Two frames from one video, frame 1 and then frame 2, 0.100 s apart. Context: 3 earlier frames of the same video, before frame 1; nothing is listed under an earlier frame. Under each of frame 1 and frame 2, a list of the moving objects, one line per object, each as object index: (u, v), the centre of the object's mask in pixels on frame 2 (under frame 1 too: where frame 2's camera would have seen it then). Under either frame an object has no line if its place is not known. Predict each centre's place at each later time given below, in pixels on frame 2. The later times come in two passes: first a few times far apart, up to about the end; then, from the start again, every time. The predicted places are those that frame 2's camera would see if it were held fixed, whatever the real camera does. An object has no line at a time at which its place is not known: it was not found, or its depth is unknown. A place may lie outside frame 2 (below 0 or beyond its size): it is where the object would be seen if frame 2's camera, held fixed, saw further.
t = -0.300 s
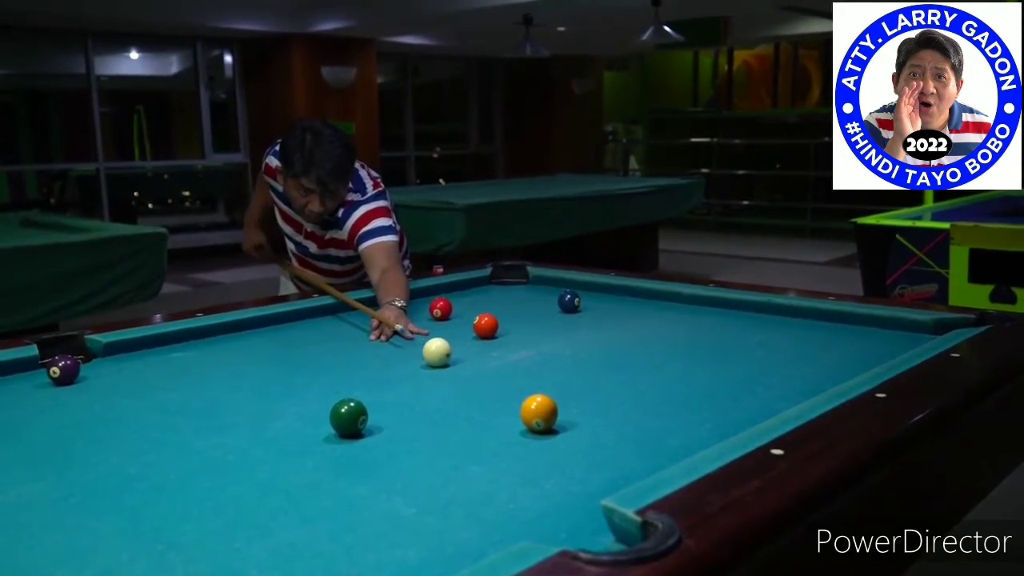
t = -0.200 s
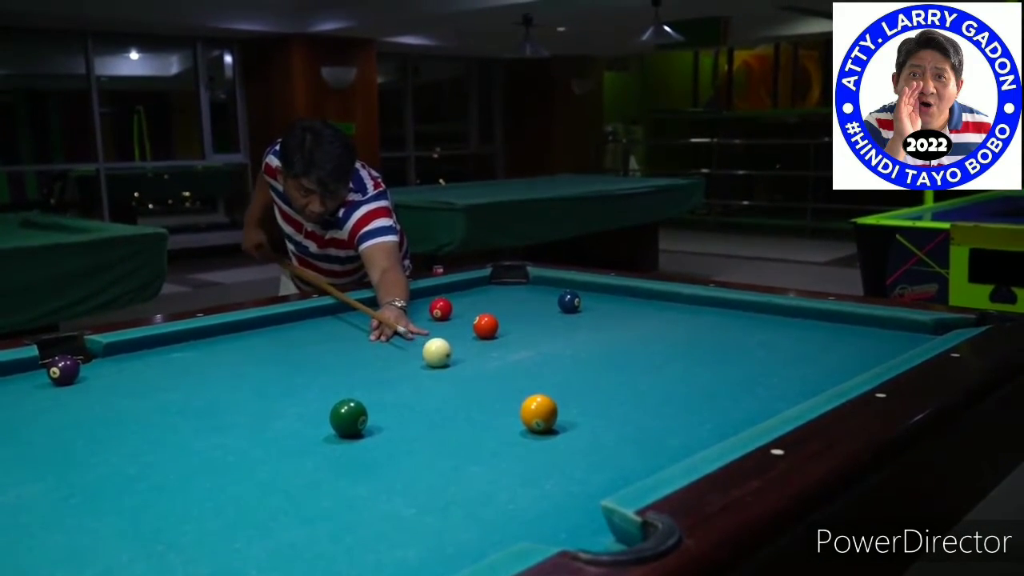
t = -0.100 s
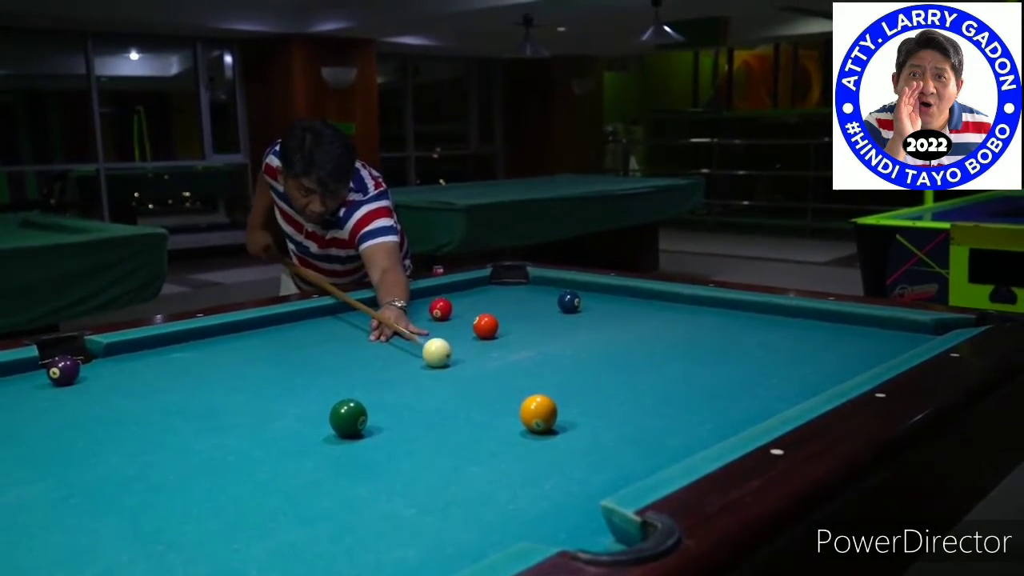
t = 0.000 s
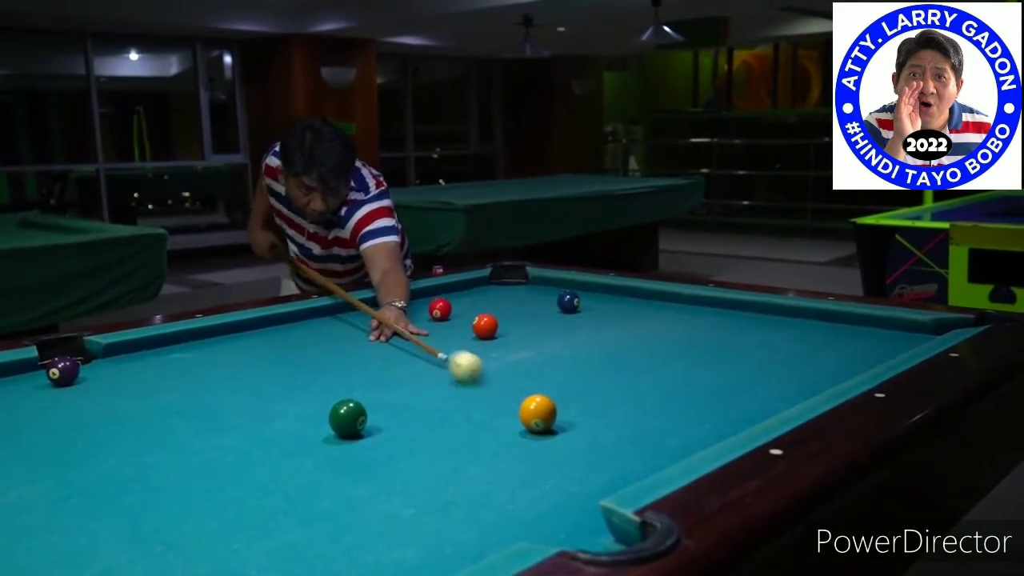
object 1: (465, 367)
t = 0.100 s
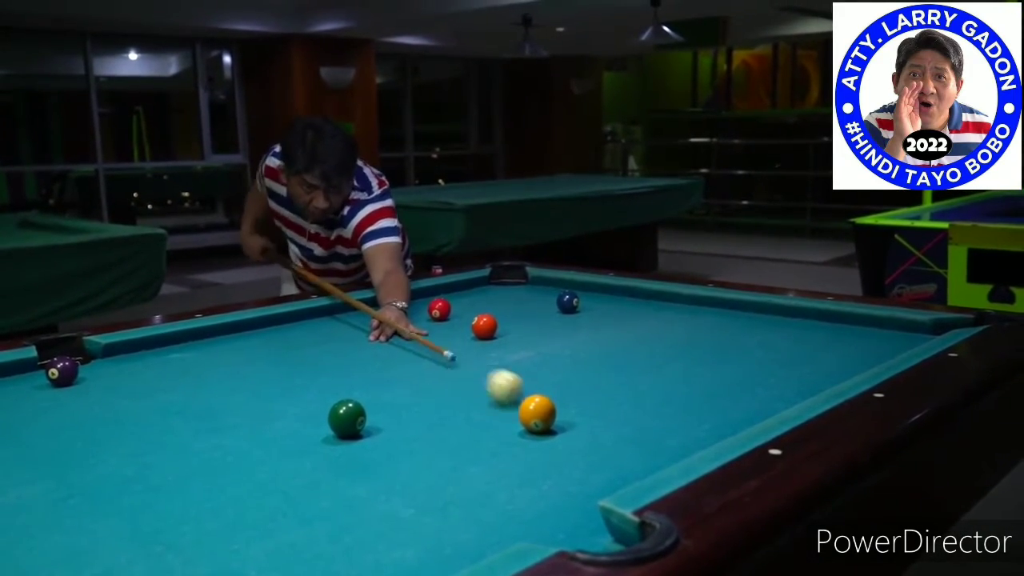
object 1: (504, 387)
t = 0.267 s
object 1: (567, 404)
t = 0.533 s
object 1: (662, 415)
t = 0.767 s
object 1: (743, 418)
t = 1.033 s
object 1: (739, 410)
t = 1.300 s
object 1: (730, 399)
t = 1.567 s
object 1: (720, 389)
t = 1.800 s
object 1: (713, 382)
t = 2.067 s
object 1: (706, 376)
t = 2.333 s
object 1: (699, 371)
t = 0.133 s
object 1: (515, 391)
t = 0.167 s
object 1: (527, 392)
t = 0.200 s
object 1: (545, 396)
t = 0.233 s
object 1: (557, 401)
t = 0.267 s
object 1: (567, 404)
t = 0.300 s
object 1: (579, 405)
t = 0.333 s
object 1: (591, 406)
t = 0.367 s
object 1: (602, 407)
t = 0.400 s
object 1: (614, 409)
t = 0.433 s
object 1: (627, 410)
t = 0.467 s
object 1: (638, 412)
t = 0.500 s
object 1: (650, 413)
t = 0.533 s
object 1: (662, 415)
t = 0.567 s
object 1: (675, 416)
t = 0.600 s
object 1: (686, 416)
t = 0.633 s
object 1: (698, 418)
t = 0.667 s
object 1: (710, 420)
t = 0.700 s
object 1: (721, 420)
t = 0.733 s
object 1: (732, 418)
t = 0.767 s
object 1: (743, 418)
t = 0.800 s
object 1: (746, 417)
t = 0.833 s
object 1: (745, 416)
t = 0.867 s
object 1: (744, 415)
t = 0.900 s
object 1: (743, 414)
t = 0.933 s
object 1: (742, 413)
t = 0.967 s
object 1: (741, 412)
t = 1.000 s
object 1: (740, 411)
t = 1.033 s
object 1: (739, 410)
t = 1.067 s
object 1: (738, 409)
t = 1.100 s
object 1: (737, 408)
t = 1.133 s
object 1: (736, 406)
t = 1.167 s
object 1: (735, 404)
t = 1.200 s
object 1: (733, 403)
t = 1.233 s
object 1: (732, 402)
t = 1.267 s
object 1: (731, 400)
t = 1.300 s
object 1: (730, 399)
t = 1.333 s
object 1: (729, 397)
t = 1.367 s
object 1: (728, 396)
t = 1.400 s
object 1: (726, 395)
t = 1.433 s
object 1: (725, 394)
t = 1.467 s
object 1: (724, 393)
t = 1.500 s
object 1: (722, 391)
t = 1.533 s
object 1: (722, 390)
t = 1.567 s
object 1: (720, 389)
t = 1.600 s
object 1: (719, 388)
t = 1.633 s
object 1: (718, 387)
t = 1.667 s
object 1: (717, 386)
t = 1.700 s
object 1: (716, 385)
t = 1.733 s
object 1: (715, 384)
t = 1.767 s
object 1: (714, 383)
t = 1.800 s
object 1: (713, 382)
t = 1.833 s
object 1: (712, 381)
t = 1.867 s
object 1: (711, 380)
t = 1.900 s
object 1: (710, 380)
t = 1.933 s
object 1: (709, 379)
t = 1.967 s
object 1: (709, 378)
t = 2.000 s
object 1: (708, 377)
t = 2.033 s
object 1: (707, 376)
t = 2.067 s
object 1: (706, 376)
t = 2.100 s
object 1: (705, 375)
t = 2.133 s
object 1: (704, 374)
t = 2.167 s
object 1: (703, 374)
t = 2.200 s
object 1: (703, 373)
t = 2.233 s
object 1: (702, 373)
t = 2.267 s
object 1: (701, 372)
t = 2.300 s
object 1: (700, 371)
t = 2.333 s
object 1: (699, 371)
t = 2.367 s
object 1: (698, 370)
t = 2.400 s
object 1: (697, 370)
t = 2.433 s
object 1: (696, 369)
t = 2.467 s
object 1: (695, 369)
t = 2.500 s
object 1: (694, 368)
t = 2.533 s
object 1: (694, 368)
